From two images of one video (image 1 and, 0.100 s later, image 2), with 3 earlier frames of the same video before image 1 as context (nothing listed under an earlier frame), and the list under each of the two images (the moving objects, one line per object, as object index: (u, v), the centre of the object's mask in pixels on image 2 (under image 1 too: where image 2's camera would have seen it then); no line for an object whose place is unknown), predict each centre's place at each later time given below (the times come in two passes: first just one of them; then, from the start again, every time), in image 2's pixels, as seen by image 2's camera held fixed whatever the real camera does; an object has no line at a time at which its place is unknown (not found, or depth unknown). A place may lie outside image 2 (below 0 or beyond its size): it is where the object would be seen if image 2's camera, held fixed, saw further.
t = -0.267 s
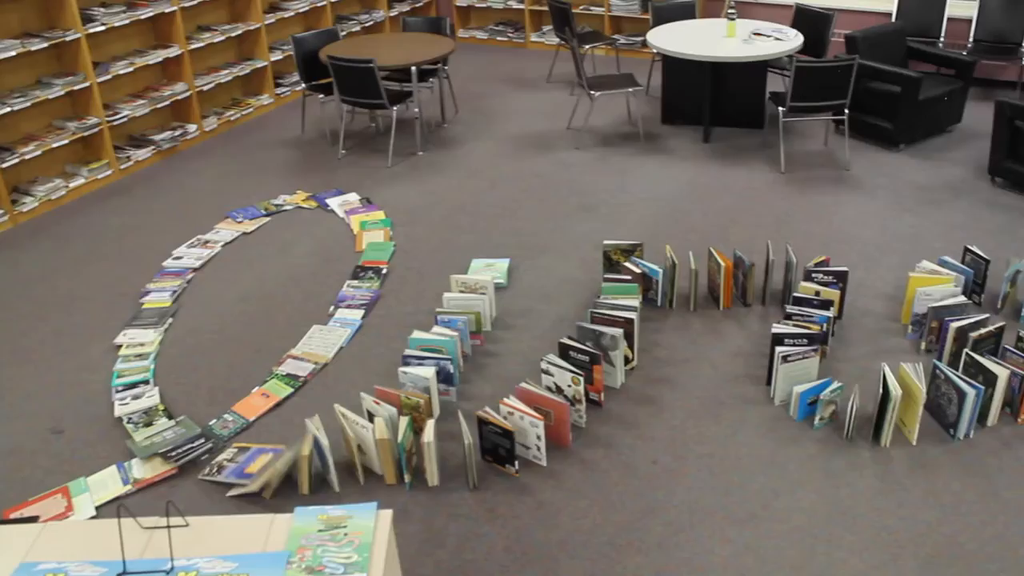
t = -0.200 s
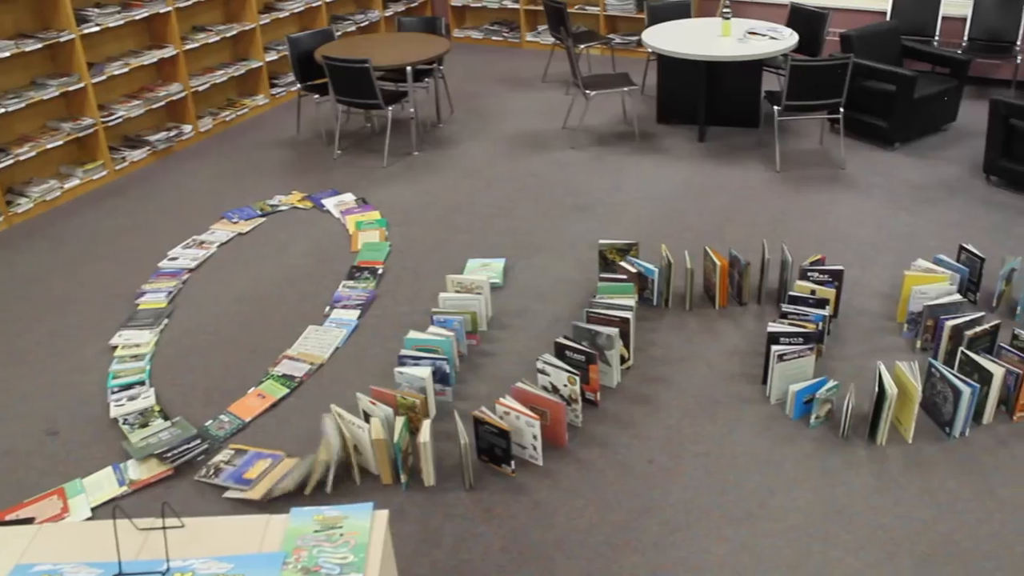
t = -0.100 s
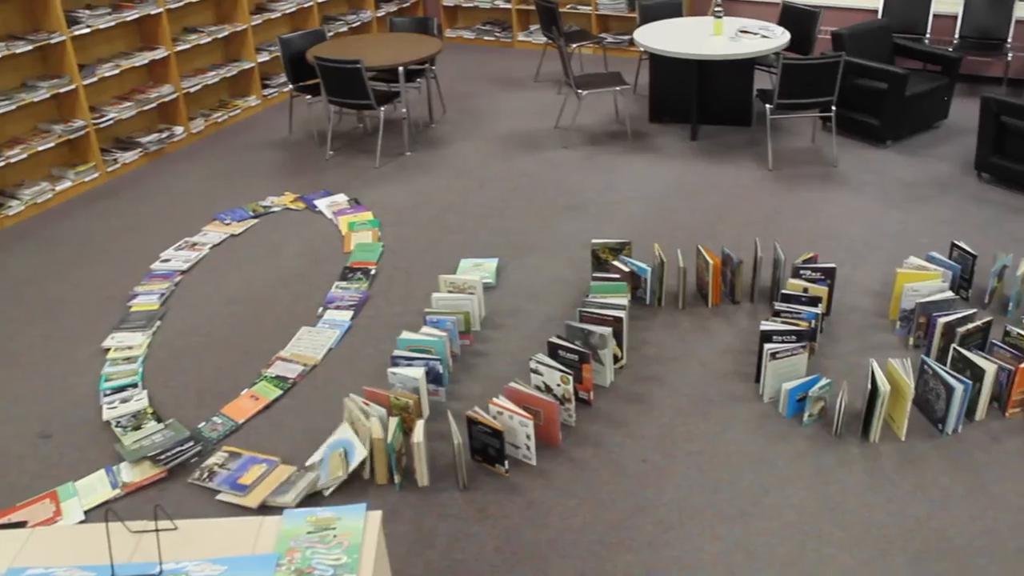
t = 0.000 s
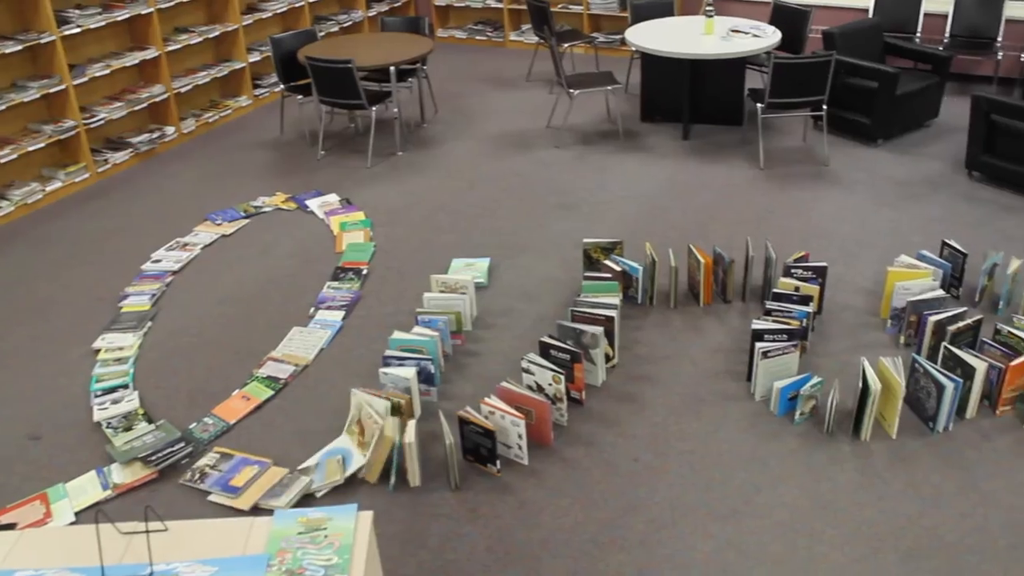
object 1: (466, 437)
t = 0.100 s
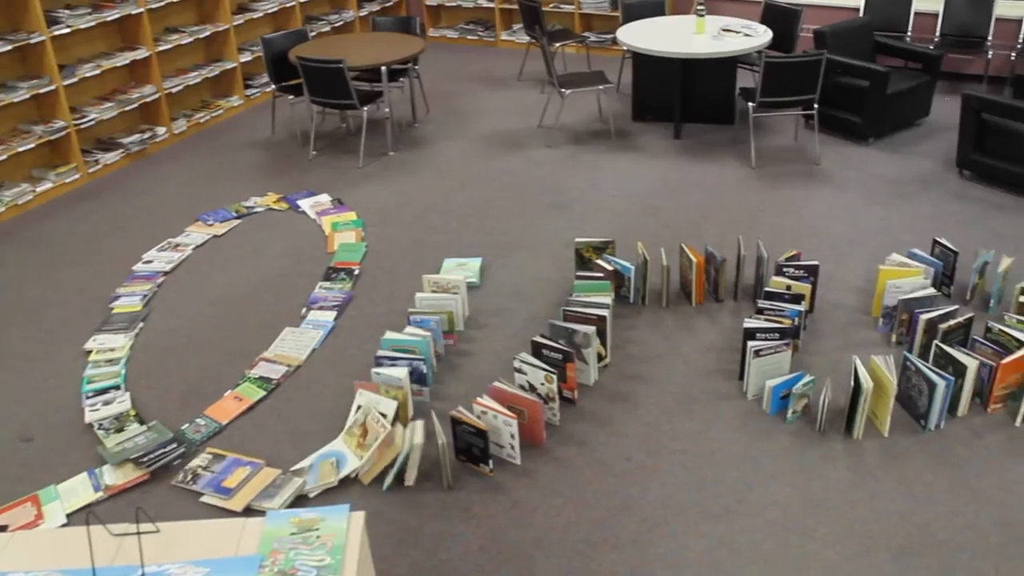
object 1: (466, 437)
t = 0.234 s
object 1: (481, 437)
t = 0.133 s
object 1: (468, 438)
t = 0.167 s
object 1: (467, 437)
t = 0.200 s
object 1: (471, 438)
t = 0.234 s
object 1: (481, 437)
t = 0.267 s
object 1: (489, 432)
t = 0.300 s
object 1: (494, 427)
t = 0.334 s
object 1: (504, 433)
